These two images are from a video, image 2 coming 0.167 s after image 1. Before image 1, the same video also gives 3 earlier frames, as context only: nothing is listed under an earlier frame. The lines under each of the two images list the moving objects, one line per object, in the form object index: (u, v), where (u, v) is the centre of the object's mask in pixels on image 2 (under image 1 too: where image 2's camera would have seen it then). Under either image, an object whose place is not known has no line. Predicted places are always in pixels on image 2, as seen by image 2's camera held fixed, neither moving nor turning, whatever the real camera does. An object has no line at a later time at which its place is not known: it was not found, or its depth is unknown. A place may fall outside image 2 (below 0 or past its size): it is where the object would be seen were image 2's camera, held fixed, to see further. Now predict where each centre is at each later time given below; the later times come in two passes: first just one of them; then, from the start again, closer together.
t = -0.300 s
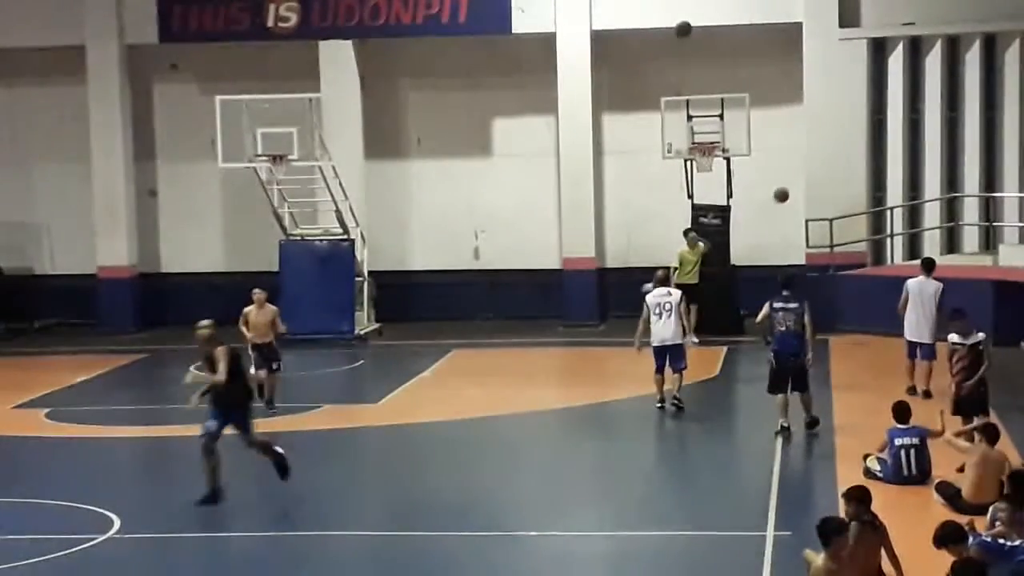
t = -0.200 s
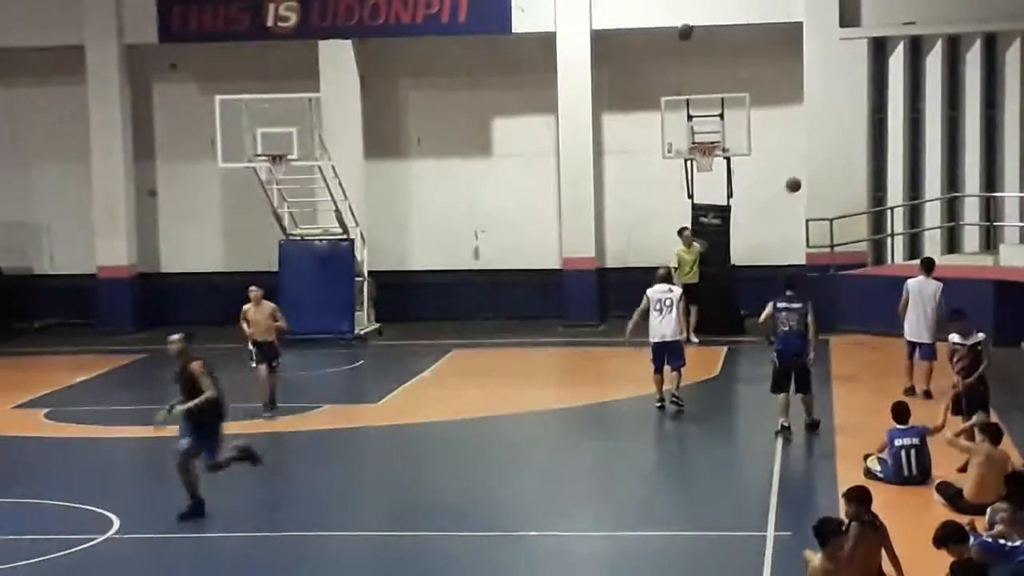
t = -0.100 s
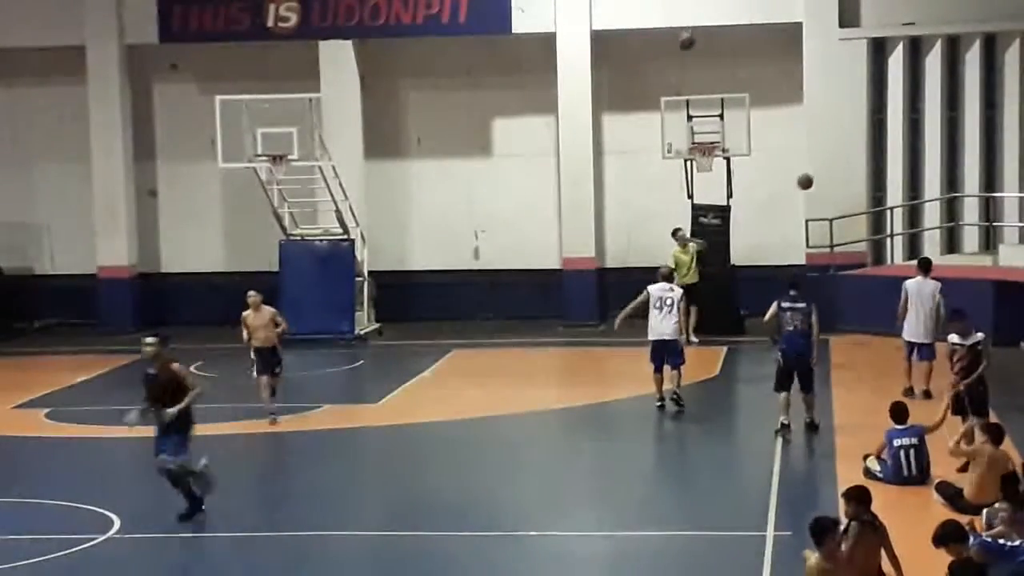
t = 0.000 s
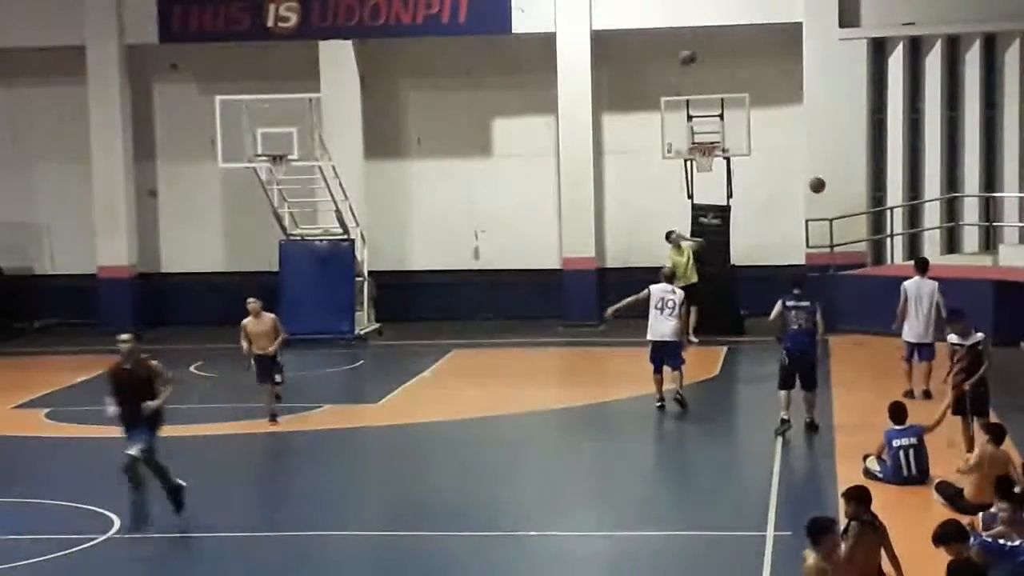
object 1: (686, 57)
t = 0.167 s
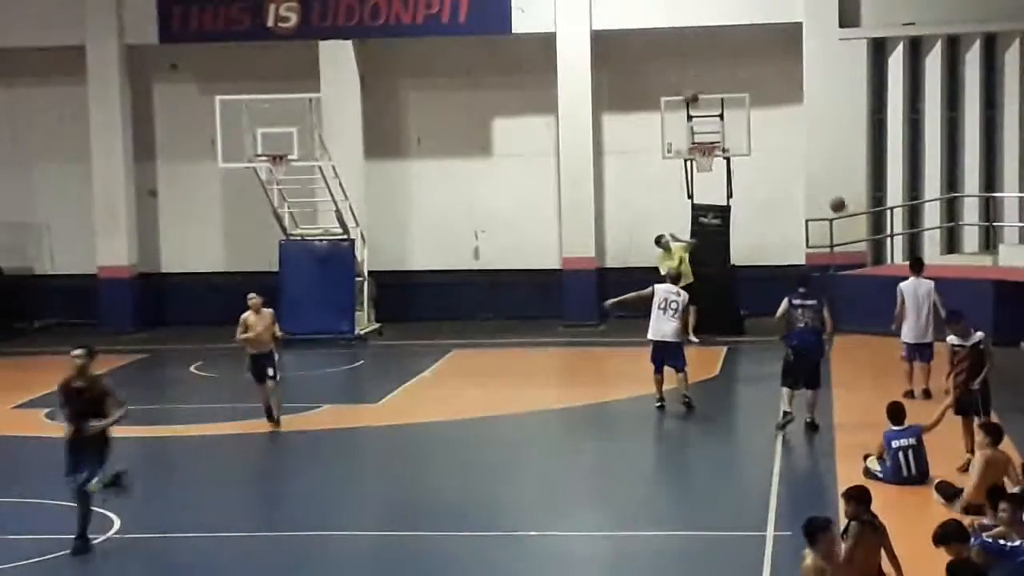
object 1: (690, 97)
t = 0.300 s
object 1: (692, 140)
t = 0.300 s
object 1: (692, 140)
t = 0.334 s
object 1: (697, 141)
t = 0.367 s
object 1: (705, 143)
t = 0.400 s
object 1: (710, 137)
